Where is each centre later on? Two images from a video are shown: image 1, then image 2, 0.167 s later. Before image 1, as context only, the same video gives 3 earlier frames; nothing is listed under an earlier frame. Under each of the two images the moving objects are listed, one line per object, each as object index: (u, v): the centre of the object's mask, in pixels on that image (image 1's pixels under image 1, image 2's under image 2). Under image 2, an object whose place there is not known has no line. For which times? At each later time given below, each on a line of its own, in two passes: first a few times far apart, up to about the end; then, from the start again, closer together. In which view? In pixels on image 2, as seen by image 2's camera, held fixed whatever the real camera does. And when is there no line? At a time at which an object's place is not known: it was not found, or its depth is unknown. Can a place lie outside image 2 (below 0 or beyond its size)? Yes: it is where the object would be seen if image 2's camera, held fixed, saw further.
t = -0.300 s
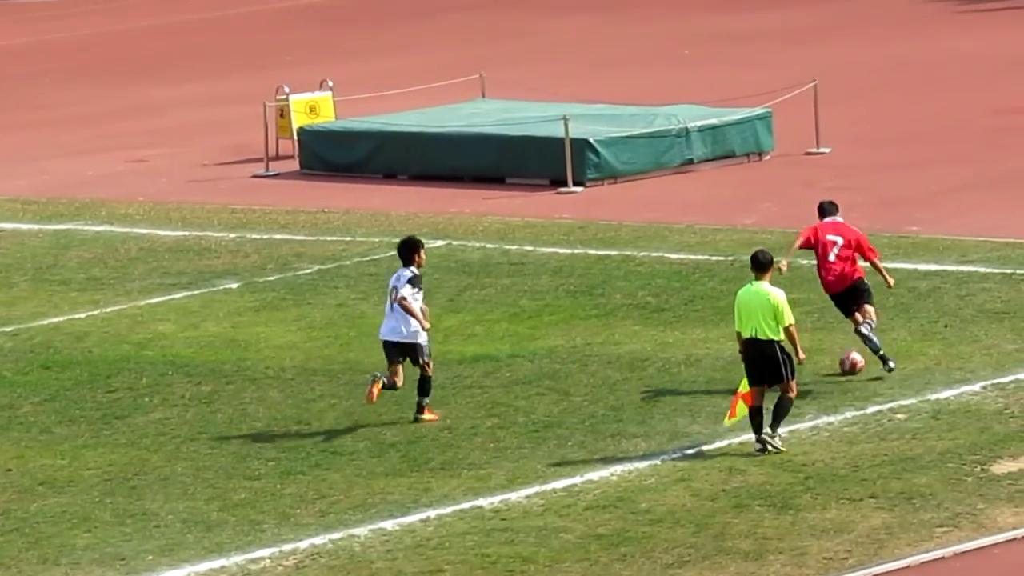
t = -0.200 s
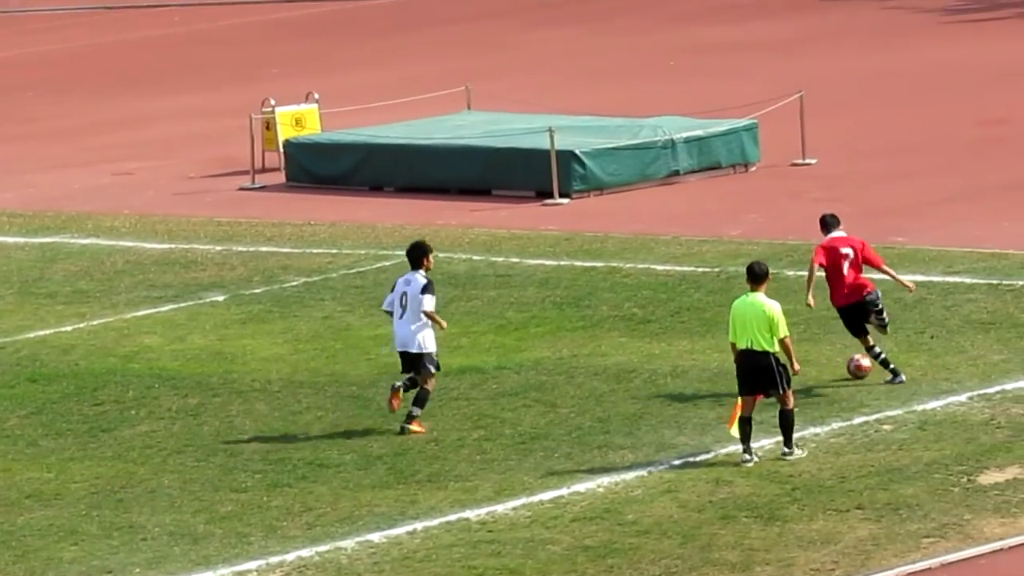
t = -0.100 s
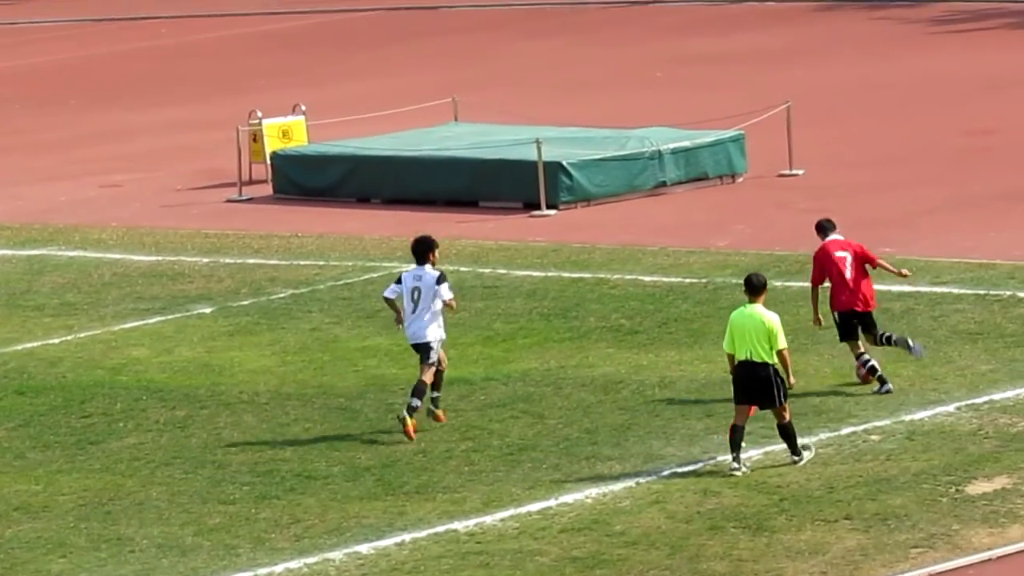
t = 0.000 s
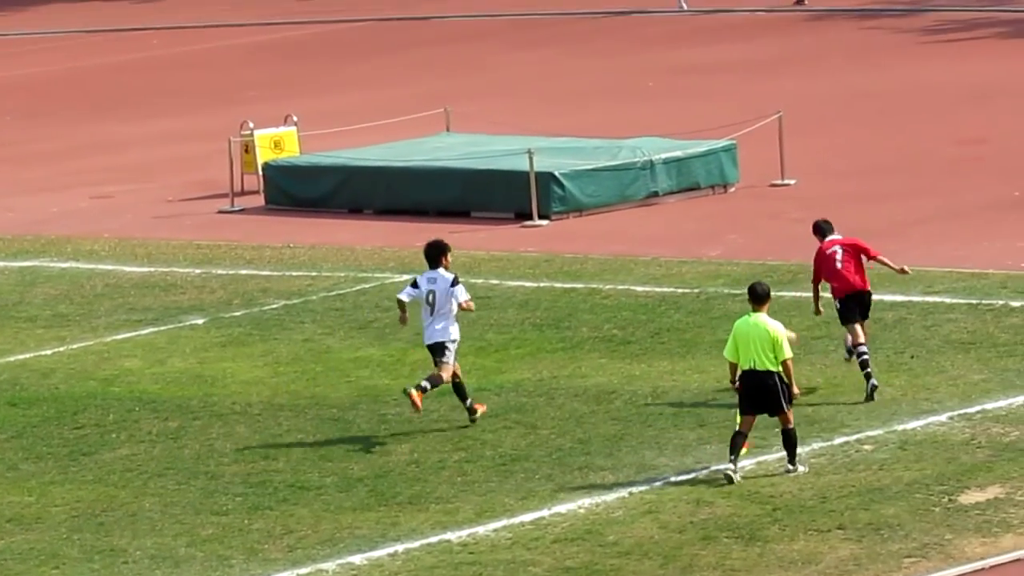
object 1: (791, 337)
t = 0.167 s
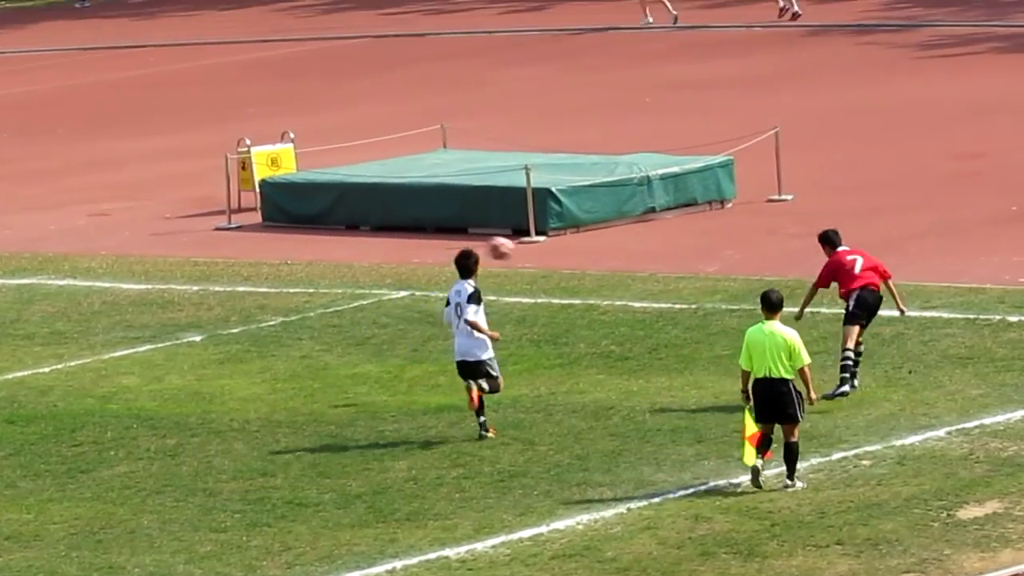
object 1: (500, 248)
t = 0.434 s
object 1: (93, 149)
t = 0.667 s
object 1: (-232, 114)
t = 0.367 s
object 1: (194, 167)
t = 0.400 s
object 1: (143, 158)
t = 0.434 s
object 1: (93, 149)
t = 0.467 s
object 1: (47, 142)
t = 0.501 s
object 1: (0, 135)
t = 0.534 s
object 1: (-47, 129)
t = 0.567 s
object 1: (-94, 124)
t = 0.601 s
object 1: (-139, 119)
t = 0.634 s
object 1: (-186, 116)
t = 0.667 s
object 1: (-232, 114)
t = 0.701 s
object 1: (-280, 112)
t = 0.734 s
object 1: (-326, 111)
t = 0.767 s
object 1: (-367, 110)
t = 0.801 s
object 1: (-414, 111)
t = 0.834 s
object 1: (-461, 113)
